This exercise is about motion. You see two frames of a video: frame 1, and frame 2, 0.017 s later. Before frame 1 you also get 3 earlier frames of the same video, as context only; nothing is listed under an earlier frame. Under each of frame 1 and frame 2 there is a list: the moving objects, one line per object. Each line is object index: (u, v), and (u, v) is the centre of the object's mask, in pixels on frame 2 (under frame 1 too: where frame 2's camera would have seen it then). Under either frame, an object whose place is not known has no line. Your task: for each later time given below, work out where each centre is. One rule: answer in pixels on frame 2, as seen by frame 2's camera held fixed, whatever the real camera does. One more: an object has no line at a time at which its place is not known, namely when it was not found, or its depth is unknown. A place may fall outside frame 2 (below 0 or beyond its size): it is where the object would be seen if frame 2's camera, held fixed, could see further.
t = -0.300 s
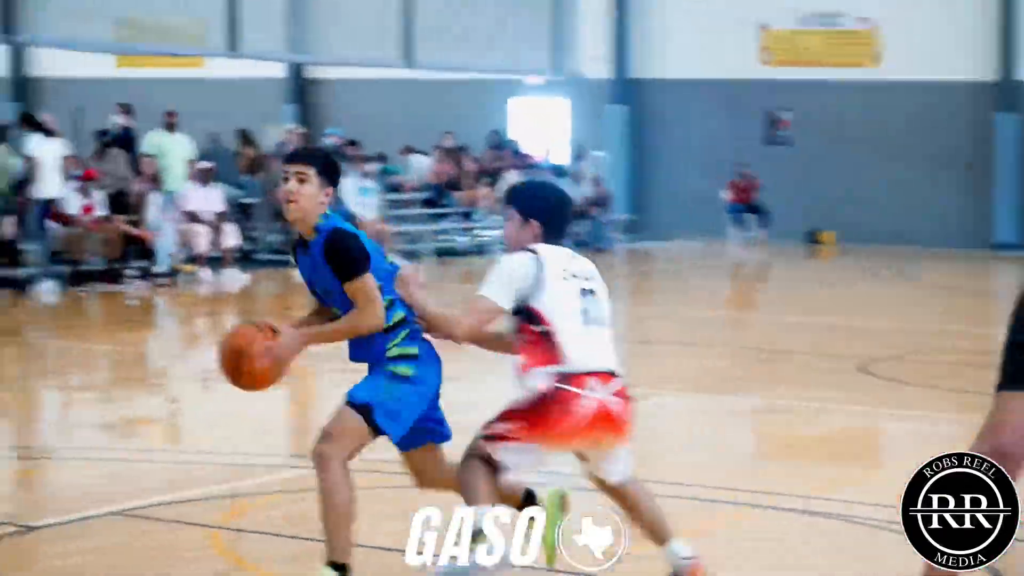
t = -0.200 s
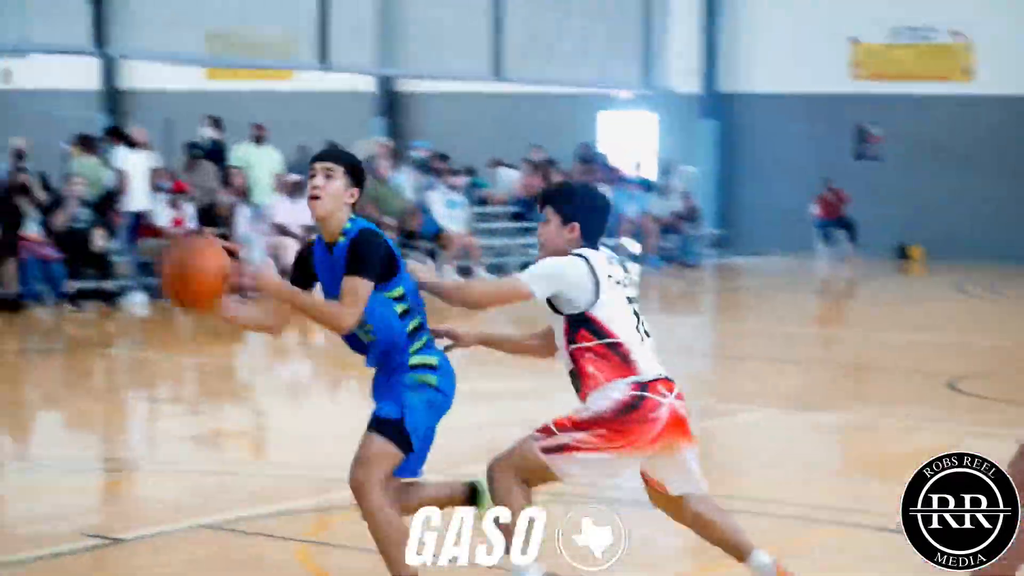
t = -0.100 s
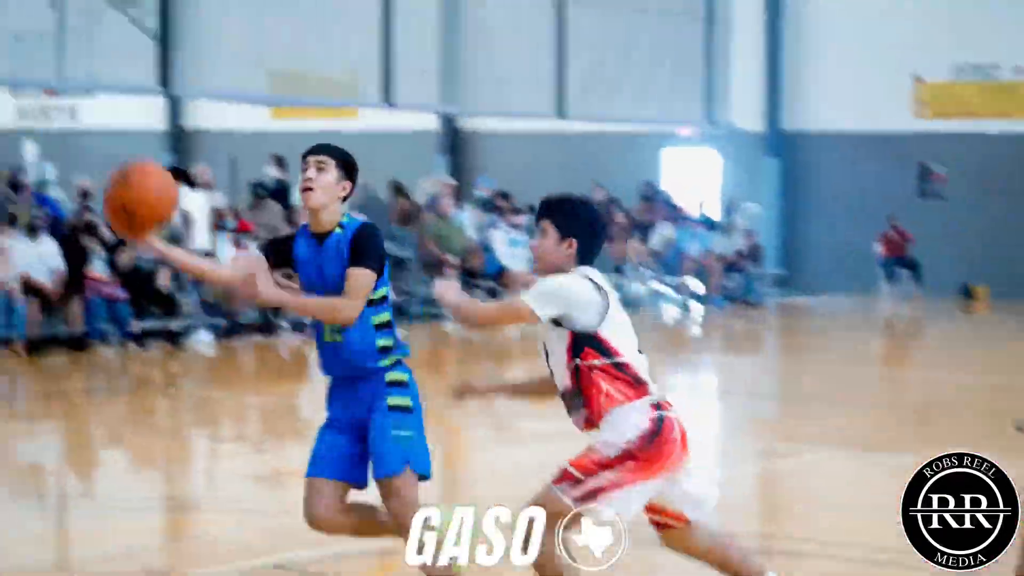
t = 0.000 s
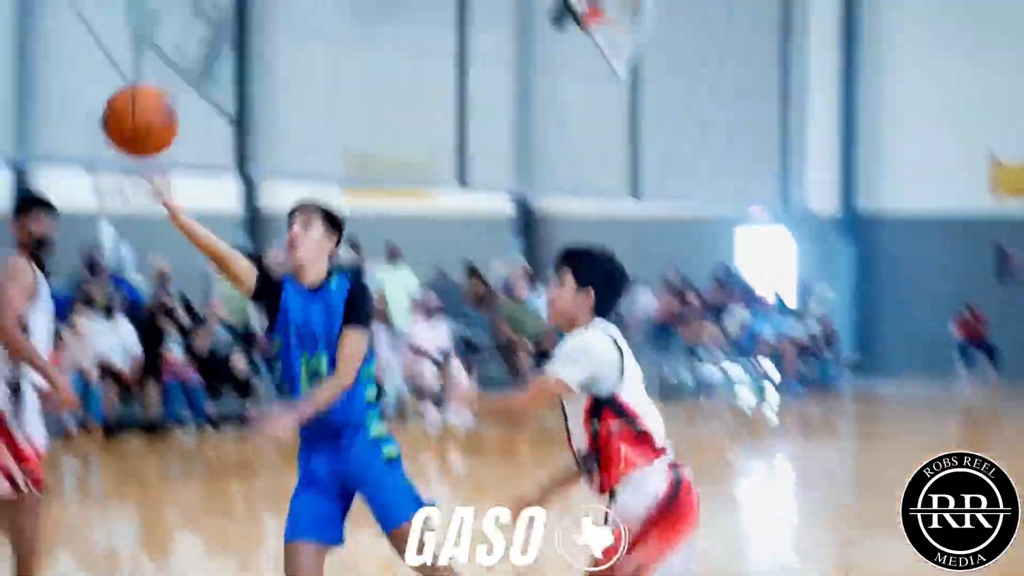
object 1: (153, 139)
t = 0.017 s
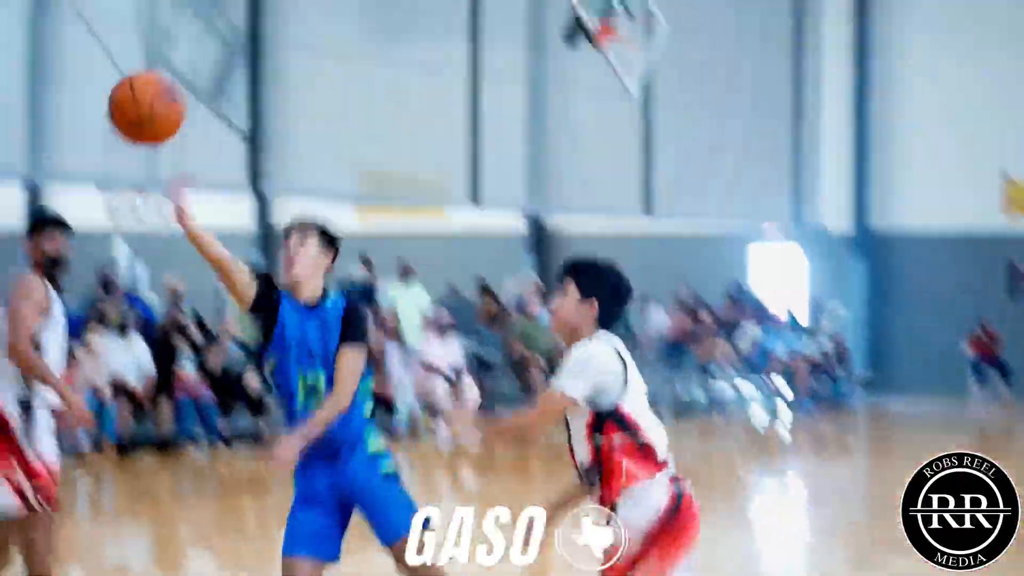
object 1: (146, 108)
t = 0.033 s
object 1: (139, 79)
